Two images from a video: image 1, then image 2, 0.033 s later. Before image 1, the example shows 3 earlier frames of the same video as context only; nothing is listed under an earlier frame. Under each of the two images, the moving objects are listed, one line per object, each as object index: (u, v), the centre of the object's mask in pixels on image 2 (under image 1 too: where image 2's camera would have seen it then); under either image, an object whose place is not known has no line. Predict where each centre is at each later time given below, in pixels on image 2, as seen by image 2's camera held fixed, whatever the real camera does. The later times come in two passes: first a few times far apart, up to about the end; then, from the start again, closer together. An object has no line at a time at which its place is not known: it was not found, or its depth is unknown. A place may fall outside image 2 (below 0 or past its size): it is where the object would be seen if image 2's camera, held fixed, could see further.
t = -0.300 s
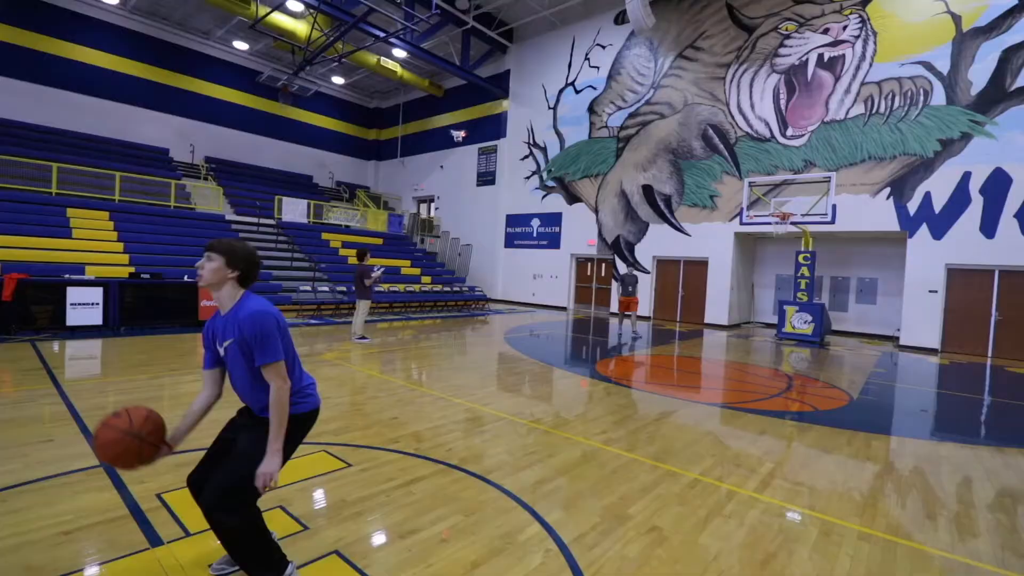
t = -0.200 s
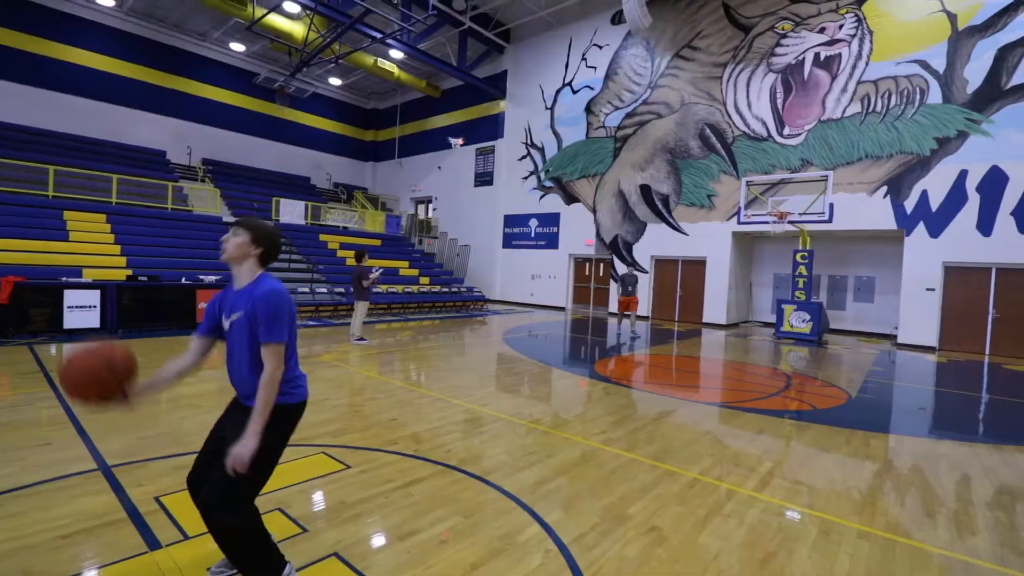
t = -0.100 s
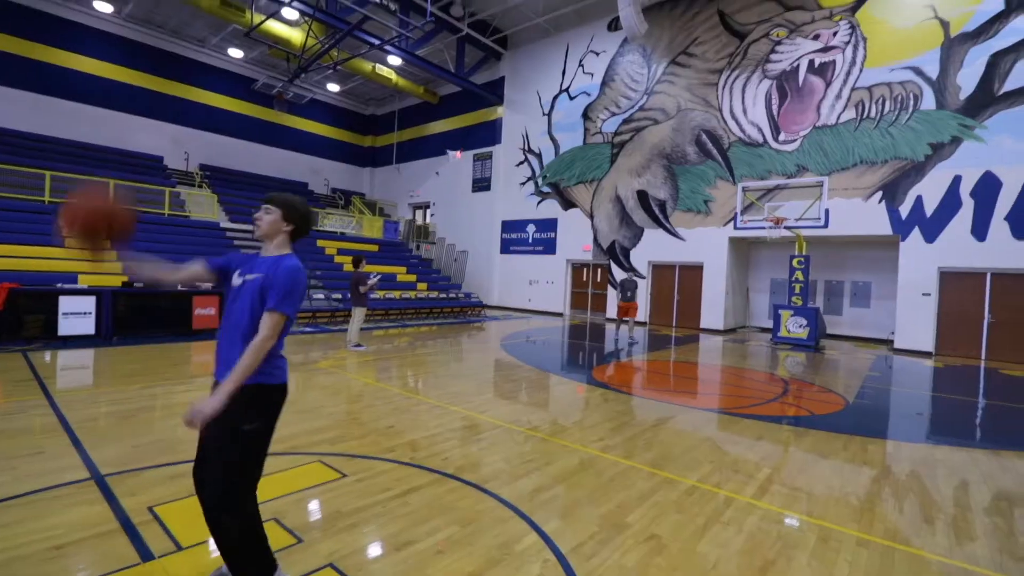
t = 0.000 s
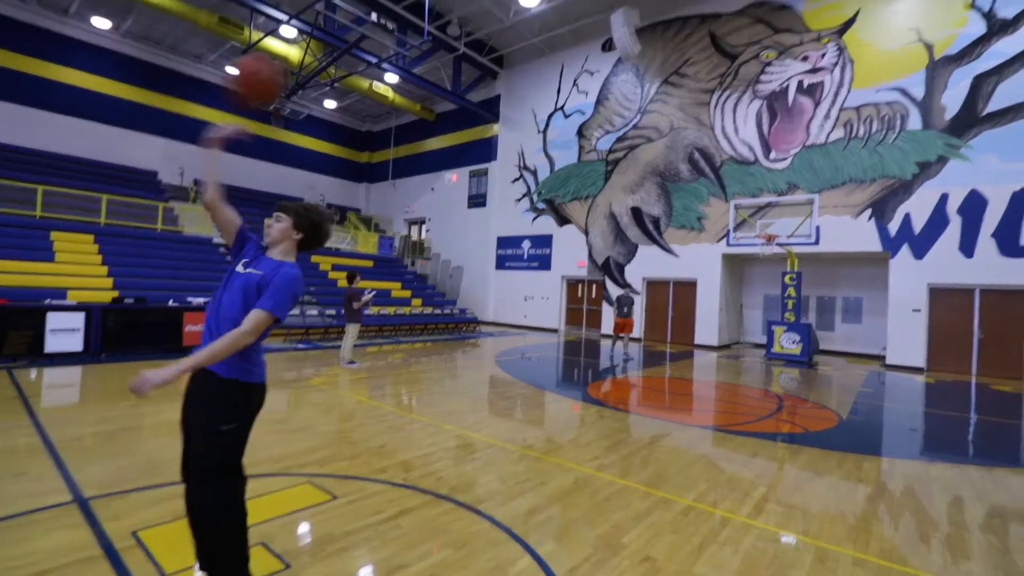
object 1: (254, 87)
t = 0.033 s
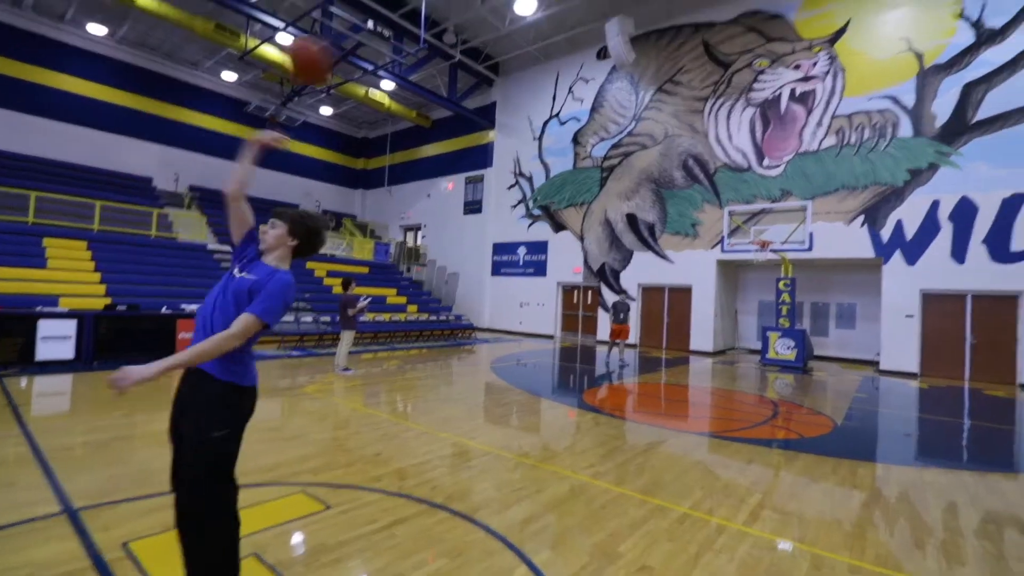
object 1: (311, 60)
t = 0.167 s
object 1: (458, 0)
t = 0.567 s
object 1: (644, 2)
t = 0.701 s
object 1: (673, 24)
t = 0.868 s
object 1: (701, 61)
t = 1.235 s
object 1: (742, 162)
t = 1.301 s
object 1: (746, 181)
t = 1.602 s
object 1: (762, 249)
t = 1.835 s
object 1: (762, 253)
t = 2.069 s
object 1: (761, 297)
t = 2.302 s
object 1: (763, 359)
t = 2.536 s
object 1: (766, 339)
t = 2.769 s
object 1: (769, 310)
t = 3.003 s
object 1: (770, 304)
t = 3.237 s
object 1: (771, 326)
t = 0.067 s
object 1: (353, 38)
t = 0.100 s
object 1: (393, 22)
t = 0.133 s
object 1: (427, 9)
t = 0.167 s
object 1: (458, 0)
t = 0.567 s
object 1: (644, 2)
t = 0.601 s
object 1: (652, 8)
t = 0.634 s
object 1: (660, 13)
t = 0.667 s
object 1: (667, 18)
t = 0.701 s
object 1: (673, 24)
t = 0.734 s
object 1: (680, 31)
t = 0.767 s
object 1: (686, 37)
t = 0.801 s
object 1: (692, 45)
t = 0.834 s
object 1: (697, 53)
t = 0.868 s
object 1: (701, 61)
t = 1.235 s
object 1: (742, 162)
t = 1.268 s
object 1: (743, 171)
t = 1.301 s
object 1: (746, 181)
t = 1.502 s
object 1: (760, 243)
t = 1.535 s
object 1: (761, 247)
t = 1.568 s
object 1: (761, 248)
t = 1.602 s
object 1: (762, 249)
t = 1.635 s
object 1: (762, 249)
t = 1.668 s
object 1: (762, 249)
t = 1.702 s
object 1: (762, 249)
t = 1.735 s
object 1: (762, 250)
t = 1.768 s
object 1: (762, 250)
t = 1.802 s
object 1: (762, 252)
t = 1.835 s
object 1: (762, 253)
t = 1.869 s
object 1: (762, 255)
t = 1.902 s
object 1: (762, 268)
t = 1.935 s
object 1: (762, 275)
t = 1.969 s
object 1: (762, 280)
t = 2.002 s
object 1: (762, 285)
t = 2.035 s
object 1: (762, 292)
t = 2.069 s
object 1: (761, 297)
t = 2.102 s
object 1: (763, 305)
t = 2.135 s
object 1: (763, 314)
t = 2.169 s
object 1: (764, 322)
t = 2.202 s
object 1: (763, 329)
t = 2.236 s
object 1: (764, 340)
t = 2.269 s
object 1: (762, 346)
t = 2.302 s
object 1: (763, 359)
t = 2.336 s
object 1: (763, 370)
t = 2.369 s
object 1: (764, 376)
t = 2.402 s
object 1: (765, 367)
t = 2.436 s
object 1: (764, 361)
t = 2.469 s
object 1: (764, 353)
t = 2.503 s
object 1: (765, 346)
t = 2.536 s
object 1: (766, 339)
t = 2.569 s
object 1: (767, 334)
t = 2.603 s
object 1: (768, 328)
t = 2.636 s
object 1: (768, 325)
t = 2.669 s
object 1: (768, 320)
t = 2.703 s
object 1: (769, 316)
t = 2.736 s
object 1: (768, 312)
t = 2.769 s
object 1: (769, 310)
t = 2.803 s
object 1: (769, 307)
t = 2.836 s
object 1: (769, 305)
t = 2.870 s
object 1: (769, 304)
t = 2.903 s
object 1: (769, 304)
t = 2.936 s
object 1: (770, 303)
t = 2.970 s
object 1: (770, 304)
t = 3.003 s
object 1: (770, 304)
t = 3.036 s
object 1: (770, 306)
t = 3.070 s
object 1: (771, 308)
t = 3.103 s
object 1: (770, 311)
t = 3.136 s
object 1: (770, 314)
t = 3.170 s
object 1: (771, 317)
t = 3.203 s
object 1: (771, 322)
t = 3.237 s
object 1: (771, 326)
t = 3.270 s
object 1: (771, 332)
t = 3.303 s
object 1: (772, 338)
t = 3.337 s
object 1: (772, 345)
